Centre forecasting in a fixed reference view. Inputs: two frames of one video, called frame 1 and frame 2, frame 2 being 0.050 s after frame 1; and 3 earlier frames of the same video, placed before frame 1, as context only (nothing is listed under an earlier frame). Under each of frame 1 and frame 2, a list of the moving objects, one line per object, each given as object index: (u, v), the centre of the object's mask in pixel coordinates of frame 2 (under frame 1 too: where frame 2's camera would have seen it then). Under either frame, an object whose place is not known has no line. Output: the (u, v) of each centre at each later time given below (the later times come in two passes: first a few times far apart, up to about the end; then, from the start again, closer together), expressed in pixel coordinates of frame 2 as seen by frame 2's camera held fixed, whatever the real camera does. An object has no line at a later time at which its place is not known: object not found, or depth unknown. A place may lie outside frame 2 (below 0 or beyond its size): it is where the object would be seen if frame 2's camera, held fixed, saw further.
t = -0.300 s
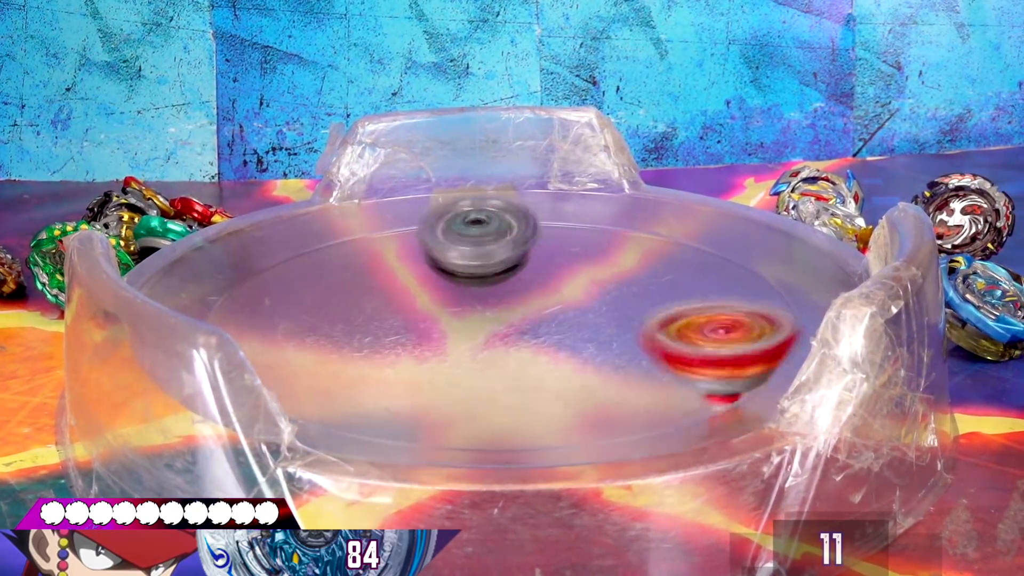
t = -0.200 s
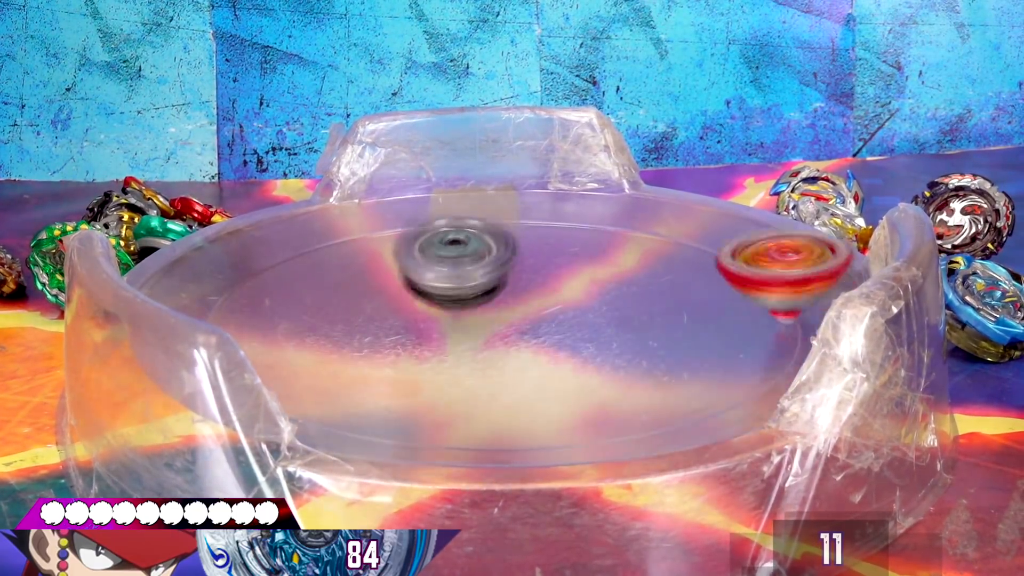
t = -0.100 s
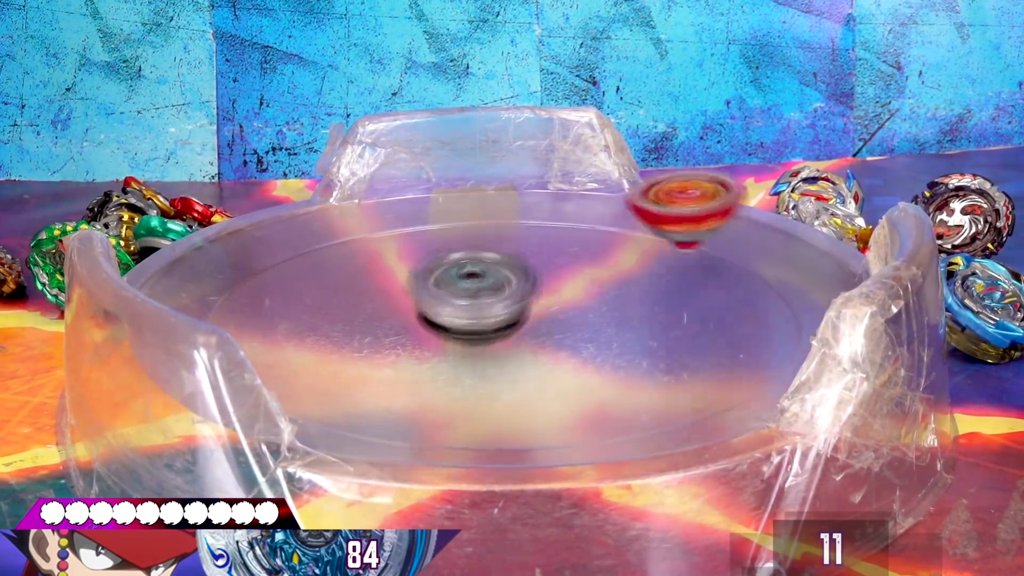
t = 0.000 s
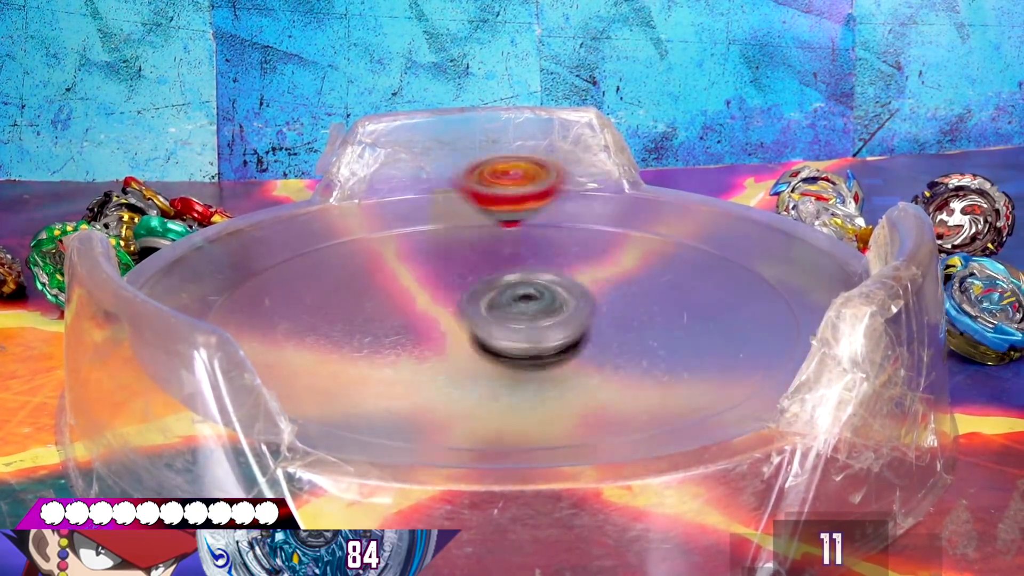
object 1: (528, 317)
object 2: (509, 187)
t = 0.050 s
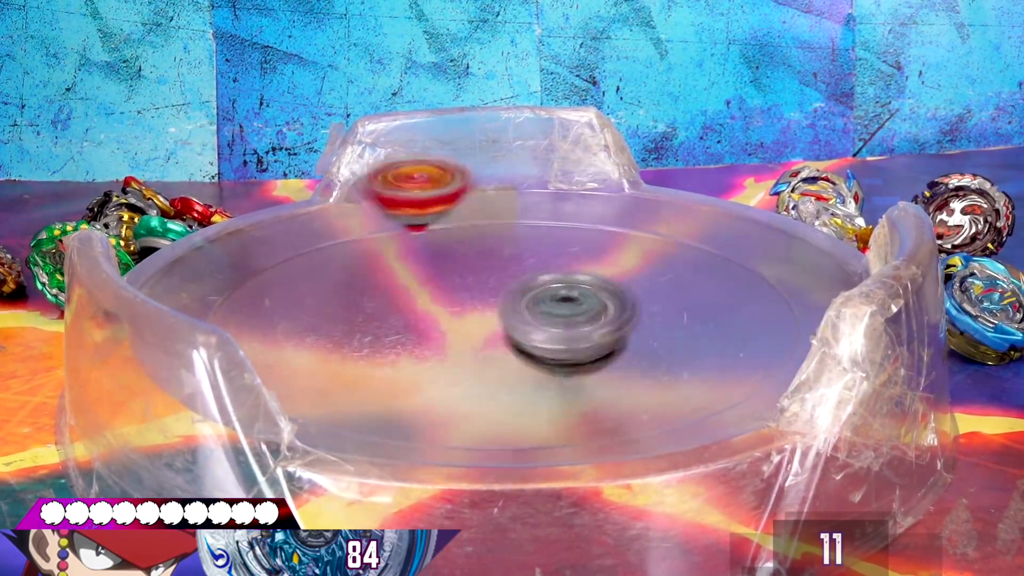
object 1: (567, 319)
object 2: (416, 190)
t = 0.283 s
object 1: (643, 274)
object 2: (248, 323)
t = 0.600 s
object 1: (432, 239)
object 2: (783, 280)
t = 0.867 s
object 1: (397, 321)
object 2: (422, 192)
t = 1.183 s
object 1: (718, 270)
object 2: (311, 366)
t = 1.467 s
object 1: (488, 179)
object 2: (779, 296)
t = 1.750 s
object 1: (269, 322)
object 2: (467, 187)
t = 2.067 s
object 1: (684, 198)
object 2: (276, 337)
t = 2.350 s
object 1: (276, 327)
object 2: (743, 317)
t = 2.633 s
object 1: (709, 216)
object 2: (598, 170)
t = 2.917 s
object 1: (432, 279)
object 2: (325, 331)
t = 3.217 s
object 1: (529, 279)
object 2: (621, 355)
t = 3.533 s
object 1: (475, 269)
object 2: (549, 226)
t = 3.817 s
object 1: (565, 306)
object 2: (324, 256)
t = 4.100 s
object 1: (531, 259)
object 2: (496, 336)
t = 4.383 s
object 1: (349, 248)
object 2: (710, 283)
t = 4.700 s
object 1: (490, 310)
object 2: (509, 244)
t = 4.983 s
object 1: (646, 295)
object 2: (431, 293)
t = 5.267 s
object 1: (528, 253)
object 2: (527, 327)
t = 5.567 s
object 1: (426, 275)
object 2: (545, 306)
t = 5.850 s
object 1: (412, 294)
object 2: (564, 305)
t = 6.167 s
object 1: (393, 297)
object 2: (571, 287)
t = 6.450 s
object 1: (383, 302)
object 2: (547, 285)
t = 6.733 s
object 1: (417, 299)
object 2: (540, 291)
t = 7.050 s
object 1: (378, 292)
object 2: (580, 286)
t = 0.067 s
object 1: (579, 314)
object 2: (385, 195)
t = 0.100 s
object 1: (602, 304)
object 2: (330, 207)
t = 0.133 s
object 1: (626, 314)
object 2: (281, 222)
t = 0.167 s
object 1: (637, 292)
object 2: (244, 242)
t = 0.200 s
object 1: (645, 284)
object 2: (221, 265)
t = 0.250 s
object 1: (647, 280)
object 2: (223, 297)
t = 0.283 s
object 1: (643, 274)
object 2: (248, 323)
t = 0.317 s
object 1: (633, 271)
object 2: (298, 355)
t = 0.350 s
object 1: (619, 265)
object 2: (348, 372)
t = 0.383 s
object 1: (602, 255)
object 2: (417, 379)
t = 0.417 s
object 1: (578, 244)
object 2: (509, 384)
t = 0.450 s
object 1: (553, 238)
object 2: (583, 378)
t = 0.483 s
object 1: (525, 233)
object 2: (656, 366)
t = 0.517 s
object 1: (498, 230)
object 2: (715, 344)
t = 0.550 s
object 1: (473, 232)
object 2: (762, 321)
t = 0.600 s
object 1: (432, 239)
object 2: (783, 280)
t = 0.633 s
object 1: (408, 246)
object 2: (765, 256)
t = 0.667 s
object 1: (387, 255)
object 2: (745, 233)
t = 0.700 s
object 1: (369, 271)
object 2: (706, 214)
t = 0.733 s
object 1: (359, 280)
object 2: (658, 201)
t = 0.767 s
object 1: (353, 297)
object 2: (604, 191)
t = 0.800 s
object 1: (363, 296)
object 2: (544, 187)
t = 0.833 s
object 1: (373, 320)
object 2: (484, 186)
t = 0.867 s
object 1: (397, 321)
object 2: (422, 192)
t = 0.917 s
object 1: (442, 324)
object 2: (342, 204)
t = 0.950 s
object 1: (474, 349)
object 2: (295, 218)
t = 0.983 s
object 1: (514, 331)
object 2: (257, 234)
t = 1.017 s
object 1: (558, 338)
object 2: (231, 256)
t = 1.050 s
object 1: (598, 332)
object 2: (218, 279)
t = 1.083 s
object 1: (639, 324)
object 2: (218, 293)
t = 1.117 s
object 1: (676, 308)
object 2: (248, 315)
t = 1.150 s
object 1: (701, 290)
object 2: (282, 341)
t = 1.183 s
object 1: (718, 270)
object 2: (311, 366)
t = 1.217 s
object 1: (720, 247)
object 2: (378, 376)
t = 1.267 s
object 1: (707, 225)
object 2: (482, 384)
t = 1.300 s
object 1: (687, 210)
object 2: (543, 381)
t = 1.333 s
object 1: (659, 198)
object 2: (614, 373)
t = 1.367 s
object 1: (623, 188)
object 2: (676, 358)
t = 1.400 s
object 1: (584, 181)
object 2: (725, 341)
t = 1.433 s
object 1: (539, 178)
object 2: (762, 320)
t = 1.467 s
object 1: (488, 179)
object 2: (779, 296)
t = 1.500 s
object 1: (436, 181)
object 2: (783, 273)
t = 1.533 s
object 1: (382, 187)
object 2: (769, 250)
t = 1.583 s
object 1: (312, 205)
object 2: (717, 222)
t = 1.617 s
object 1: (271, 221)
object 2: (682, 206)
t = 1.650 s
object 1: (234, 242)
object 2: (634, 195)
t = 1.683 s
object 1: (218, 266)
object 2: (578, 190)
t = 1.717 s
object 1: (224, 290)
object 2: (524, 186)
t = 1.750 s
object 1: (269, 322)
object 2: (467, 187)
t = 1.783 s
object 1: (327, 354)
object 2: (408, 192)
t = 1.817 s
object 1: (425, 369)
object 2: (357, 202)
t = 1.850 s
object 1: (539, 371)
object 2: (311, 213)
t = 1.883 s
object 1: (645, 356)
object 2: (272, 228)
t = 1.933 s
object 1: (753, 316)
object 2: (231, 256)
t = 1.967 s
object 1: (776, 284)
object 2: (219, 276)
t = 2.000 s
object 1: (776, 250)
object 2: (219, 292)
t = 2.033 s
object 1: (739, 220)
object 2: (236, 313)
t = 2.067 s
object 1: (684, 198)
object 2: (276, 337)
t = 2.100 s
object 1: (614, 184)
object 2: (306, 365)
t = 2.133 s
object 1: (532, 178)
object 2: (367, 374)
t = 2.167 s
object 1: (447, 179)
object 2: (429, 380)
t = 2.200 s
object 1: (370, 189)
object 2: (488, 381)
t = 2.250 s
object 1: (269, 222)
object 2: (588, 373)
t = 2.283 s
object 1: (233, 254)
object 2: (652, 358)
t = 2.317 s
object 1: (230, 291)
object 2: (704, 338)
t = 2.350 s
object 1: (276, 327)
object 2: (743, 317)
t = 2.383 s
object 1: (350, 357)
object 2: (775, 290)
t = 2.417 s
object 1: (454, 368)
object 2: (784, 263)
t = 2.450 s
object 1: (577, 365)
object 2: (773, 240)
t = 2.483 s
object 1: (688, 355)
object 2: (750, 219)
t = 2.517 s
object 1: (750, 323)
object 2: (722, 201)
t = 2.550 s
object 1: (749, 294)
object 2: (687, 185)
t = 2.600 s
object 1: (737, 258)
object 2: (637, 169)
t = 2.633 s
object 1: (709, 216)
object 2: (598, 170)
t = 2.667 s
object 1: (685, 197)
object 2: (560, 200)
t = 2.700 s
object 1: (652, 167)
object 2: (524, 223)
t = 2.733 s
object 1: (613, 137)
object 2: (483, 246)
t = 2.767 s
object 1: (584, 119)
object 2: (448, 261)
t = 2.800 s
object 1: (551, 120)
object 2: (406, 281)
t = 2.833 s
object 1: (510, 143)
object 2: (383, 295)
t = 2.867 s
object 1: (468, 200)
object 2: (364, 306)
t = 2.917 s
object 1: (432, 279)
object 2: (325, 331)
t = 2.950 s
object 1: (430, 282)
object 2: (299, 343)
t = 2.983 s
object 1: (432, 289)
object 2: (291, 350)
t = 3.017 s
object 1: (441, 294)
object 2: (301, 350)
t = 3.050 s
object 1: (454, 296)
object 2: (339, 363)
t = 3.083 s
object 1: (473, 296)
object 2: (396, 377)
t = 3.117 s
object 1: (493, 292)
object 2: (458, 377)
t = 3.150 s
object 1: (508, 288)
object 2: (518, 373)
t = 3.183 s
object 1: (522, 283)
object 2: (563, 369)
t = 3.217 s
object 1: (529, 279)
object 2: (621, 355)
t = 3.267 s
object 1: (535, 272)
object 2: (669, 331)
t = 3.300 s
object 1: (528, 264)
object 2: (684, 313)
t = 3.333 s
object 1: (519, 261)
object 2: (686, 296)
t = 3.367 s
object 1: (509, 257)
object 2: (677, 279)
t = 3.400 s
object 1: (497, 259)
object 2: (658, 264)
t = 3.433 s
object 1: (491, 260)
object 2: (634, 253)
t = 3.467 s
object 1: (481, 262)
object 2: (608, 243)
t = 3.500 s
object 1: (477, 265)
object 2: (578, 235)
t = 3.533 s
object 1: (475, 269)
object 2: (549, 226)
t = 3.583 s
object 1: (477, 283)
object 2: (501, 215)
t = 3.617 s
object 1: (479, 292)
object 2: (470, 214)
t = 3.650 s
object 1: (486, 298)
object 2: (438, 219)
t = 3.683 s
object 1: (496, 304)
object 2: (407, 223)
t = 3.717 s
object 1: (509, 310)
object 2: (380, 228)
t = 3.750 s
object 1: (525, 310)
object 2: (351, 236)
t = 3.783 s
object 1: (543, 311)
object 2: (338, 243)
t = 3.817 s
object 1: (565, 306)
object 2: (324, 256)
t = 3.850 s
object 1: (581, 302)
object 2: (318, 269)
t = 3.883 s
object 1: (596, 294)
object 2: (319, 283)
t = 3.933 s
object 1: (599, 283)
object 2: (330, 304)
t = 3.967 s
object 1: (592, 271)
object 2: (362, 319)
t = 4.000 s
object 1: (579, 268)
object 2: (390, 330)
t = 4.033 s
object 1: (562, 263)
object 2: (426, 337)
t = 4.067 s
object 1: (547, 263)
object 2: (465, 339)
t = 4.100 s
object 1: (531, 259)
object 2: (496, 336)
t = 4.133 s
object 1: (515, 259)
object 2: (533, 328)
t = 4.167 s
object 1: (498, 264)
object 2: (571, 319)
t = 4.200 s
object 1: (472, 261)
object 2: (611, 316)
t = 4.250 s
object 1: (425, 249)
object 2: (666, 308)
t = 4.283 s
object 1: (399, 243)
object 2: (691, 302)
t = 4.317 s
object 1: (375, 242)
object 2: (705, 295)
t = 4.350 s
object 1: (360, 242)
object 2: (707, 288)
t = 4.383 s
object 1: (349, 248)
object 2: (710, 283)
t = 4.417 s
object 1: (346, 254)
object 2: (700, 276)
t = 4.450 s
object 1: (348, 265)
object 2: (681, 268)
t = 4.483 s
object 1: (353, 273)
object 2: (665, 261)
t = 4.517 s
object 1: (367, 283)
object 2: (644, 255)
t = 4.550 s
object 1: (381, 294)
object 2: (619, 252)
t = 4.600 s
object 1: (410, 305)
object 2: (582, 249)
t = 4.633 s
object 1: (435, 308)
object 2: (564, 249)
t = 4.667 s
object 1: (461, 310)
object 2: (543, 251)
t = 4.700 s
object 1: (490, 310)
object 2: (509, 244)
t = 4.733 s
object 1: (514, 306)
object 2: (493, 247)
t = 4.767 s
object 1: (535, 318)
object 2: (480, 250)
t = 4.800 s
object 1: (562, 320)
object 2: (468, 254)
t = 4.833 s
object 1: (584, 322)
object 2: (464, 258)
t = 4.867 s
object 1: (608, 318)
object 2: (454, 261)
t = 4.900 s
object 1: (626, 312)
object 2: (444, 267)
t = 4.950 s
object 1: (644, 304)
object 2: (437, 283)
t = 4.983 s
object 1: (646, 295)
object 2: (431, 293)
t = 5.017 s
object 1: (644, 288)
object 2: (442, 303)
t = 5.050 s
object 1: (631, 282)
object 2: (451, 312)
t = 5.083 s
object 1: (615, 275)
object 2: (455, 318)
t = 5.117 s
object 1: (601, 272)
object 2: (467, 321)
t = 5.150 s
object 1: (583, 267)
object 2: (483, 324)
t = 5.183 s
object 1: (567, 259)
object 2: (494, 326)
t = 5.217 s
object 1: (553, 256)
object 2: (504, 326)
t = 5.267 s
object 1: (528, 253)
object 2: (527, 327)
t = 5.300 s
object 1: (512, 250)
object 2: (537, 328)
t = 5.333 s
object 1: (498, 247)
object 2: (543, 326)
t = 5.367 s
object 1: (487, 249)
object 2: (538, 324)
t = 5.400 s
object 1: (467, 249)
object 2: (554, 322)
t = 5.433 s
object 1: (451, 253)
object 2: (555, 318)
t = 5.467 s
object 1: (443, 258)
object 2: (557, 315)
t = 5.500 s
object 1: (432, 263)
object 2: (555, 311)
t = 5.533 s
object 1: (424, 269)
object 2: (549, 309)
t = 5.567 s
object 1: (426, 275)
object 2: (545, 306)
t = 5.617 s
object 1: (411, 279)
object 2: (552, 306)
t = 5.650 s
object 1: (403, 282)
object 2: (558, 306)
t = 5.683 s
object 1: (399, 283)
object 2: (560, 306)
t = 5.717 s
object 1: (400, 286)
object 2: (560, 306)
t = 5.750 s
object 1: (410, 290)
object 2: (555, 307)
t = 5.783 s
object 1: (416, 292)
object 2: (552, 308)
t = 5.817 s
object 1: (412, 293)
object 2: (559, 306)
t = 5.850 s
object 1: (412, 294)
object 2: (564, 305)
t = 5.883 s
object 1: (421, 297)
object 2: (564, 305)
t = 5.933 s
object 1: (430, 297)
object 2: (560, 303)
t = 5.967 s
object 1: (414, 295)
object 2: (579, 299)
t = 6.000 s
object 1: (401, 292)
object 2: (588, 295)
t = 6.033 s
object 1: (389, 292)
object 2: (586, 291)
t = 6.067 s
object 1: (385, 292)
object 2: (585, 289)
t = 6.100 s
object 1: (389, 296)
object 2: (588, 288)
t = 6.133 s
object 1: (388, 295)
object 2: (582, 287)
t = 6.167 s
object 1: (393, 297)
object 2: (571, 287)
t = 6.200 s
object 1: (398, 297)
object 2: (561, 287)
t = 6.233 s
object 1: (409, 301)
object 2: (551, 287)
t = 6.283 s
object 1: (417, 300)
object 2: (527, 289)
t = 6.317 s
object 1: (400, 301)
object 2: (535, 286)
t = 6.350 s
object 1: (387, 303)
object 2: (547, 284)
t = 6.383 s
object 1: (381, 303)
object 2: (546, 284)
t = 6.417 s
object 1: (380, 303)
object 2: (546, 284)
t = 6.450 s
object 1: (383, 302)
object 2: (547, 285)
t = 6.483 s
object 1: (392, 302)
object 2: (544, 287)
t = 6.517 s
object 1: (406, 304)
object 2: (540, 287)
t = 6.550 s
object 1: (418, 304)
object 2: (535, 291)
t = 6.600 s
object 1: (414, 302)
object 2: (541, 290)
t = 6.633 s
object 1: (413, 302)
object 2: (547, 289)
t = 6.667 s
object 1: (411, 300)
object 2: (548, 289)
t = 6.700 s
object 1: (414, 299)
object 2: (548, 290)
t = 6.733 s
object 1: (417, 299)
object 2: (540, 291)
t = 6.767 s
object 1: (422, 298)
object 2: (541, 292)
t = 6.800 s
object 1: (398, 295)
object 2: (564, 290)
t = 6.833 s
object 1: (377, 292)
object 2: (588, 287)
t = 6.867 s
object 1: (362, 290)
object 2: (600, 285)
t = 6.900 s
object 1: (354, 290)
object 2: (606, 283)
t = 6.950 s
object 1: (349, 288)
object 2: (607, 284)
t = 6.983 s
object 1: (354, 288)
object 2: (603, 284)
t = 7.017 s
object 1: (365, 290)
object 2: (595, 286)
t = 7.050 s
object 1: (378, 292)
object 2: (580, 286)
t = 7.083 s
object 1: (395, 297)
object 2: (576, 287)
